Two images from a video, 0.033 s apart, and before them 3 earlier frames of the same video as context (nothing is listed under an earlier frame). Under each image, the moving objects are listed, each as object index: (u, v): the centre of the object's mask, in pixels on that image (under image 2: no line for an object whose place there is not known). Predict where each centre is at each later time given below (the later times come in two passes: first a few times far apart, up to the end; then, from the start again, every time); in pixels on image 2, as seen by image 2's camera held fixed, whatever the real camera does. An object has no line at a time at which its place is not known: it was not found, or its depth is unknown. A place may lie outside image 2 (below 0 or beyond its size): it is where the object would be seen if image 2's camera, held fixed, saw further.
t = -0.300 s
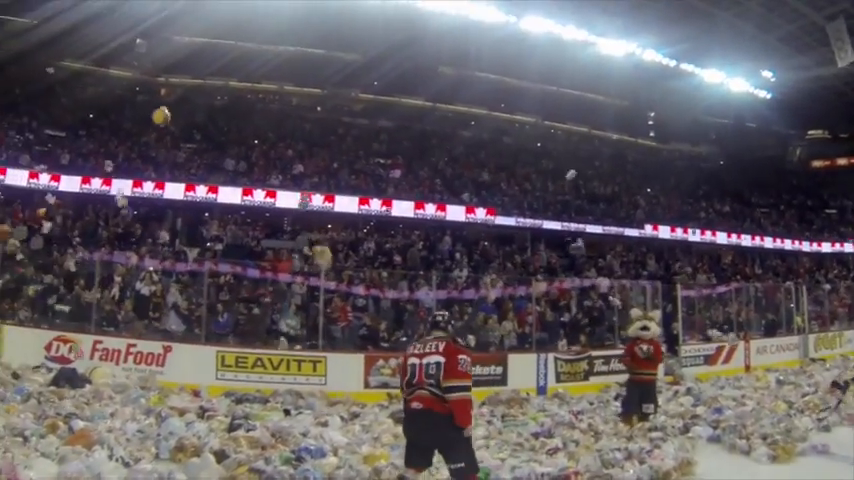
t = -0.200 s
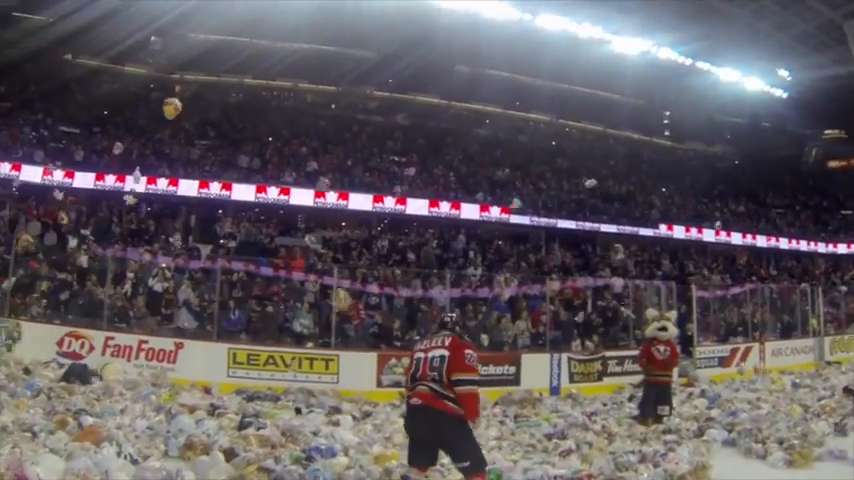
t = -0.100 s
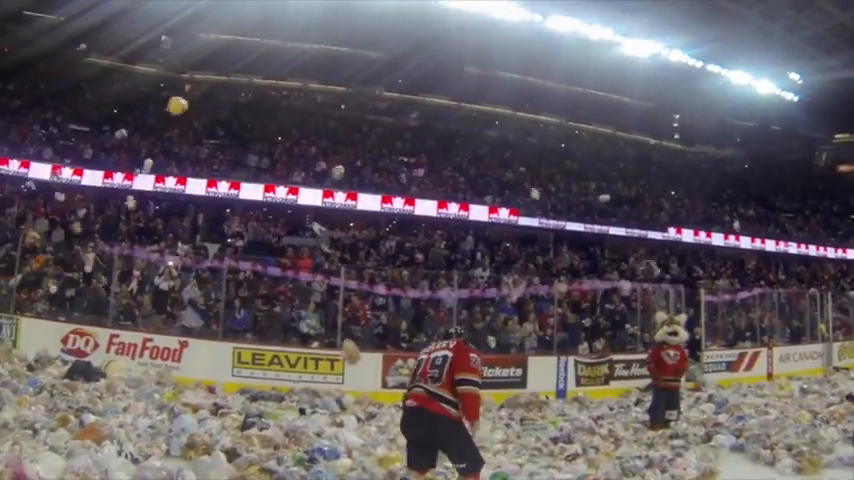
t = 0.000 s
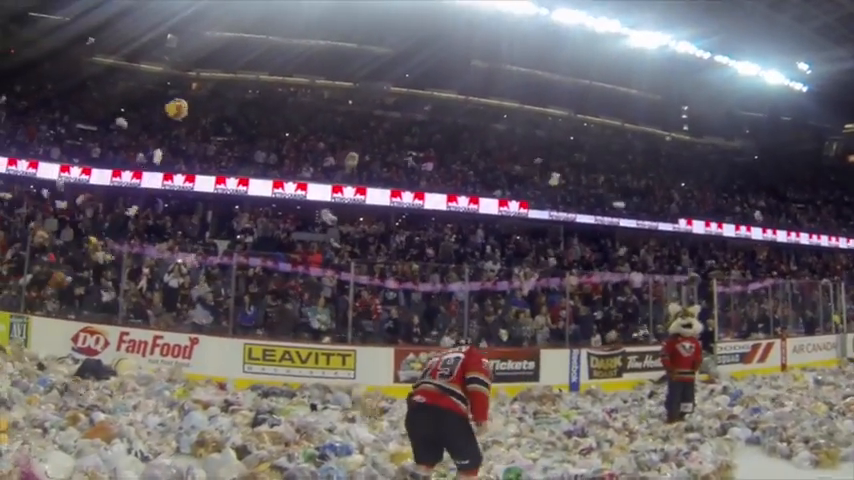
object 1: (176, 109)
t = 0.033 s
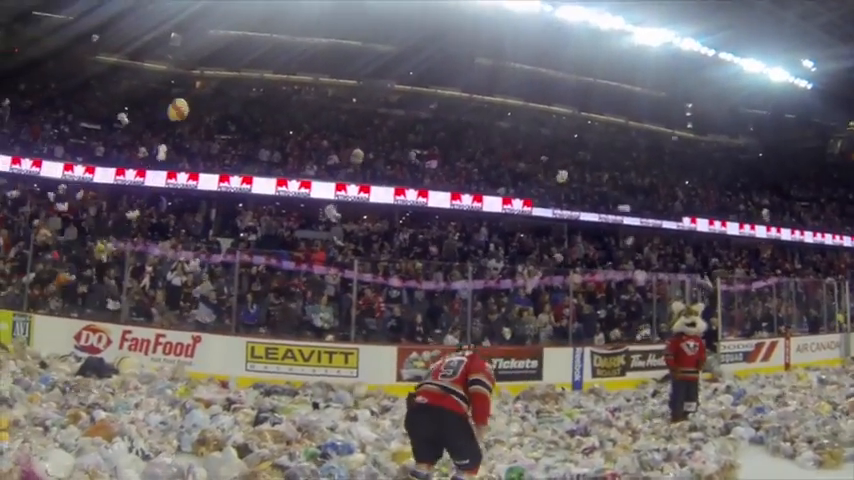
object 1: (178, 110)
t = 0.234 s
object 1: (158, 145)
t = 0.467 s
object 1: (125, 237)
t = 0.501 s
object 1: (119, 256)
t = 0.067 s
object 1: (175, 114)
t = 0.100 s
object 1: (173, 118)
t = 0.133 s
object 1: (169, 124)
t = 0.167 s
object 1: (166, 130)
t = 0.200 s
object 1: (163, 137)
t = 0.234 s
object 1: (158, 145)
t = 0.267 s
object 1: (154, 155)
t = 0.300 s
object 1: (150, 164)
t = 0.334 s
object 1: (145, 177)
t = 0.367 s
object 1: (141, 191)
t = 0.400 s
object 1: (136, 204)
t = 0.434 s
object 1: (130, 220)
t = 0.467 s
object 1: (125, 237)
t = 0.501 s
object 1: (119, 256)
